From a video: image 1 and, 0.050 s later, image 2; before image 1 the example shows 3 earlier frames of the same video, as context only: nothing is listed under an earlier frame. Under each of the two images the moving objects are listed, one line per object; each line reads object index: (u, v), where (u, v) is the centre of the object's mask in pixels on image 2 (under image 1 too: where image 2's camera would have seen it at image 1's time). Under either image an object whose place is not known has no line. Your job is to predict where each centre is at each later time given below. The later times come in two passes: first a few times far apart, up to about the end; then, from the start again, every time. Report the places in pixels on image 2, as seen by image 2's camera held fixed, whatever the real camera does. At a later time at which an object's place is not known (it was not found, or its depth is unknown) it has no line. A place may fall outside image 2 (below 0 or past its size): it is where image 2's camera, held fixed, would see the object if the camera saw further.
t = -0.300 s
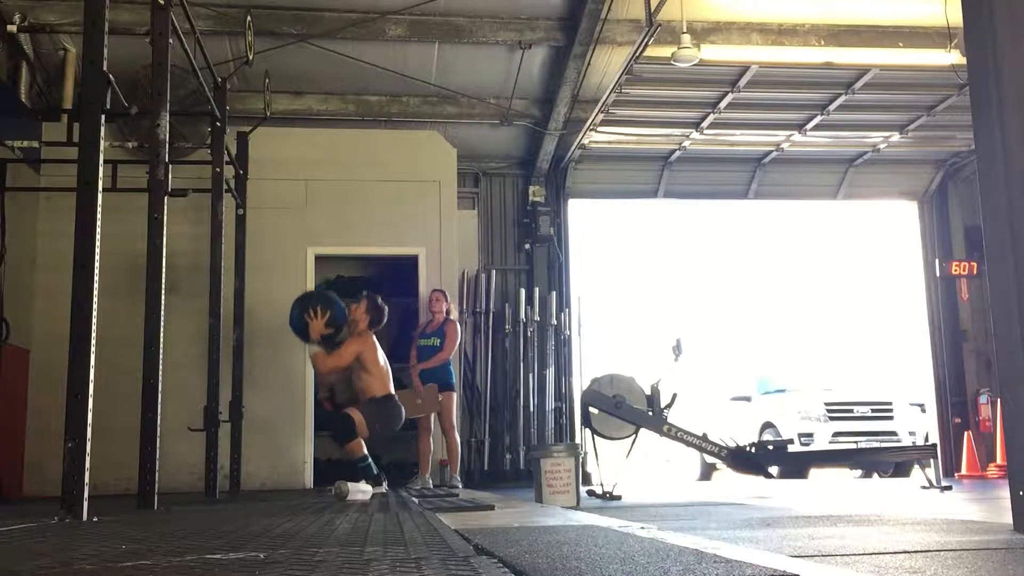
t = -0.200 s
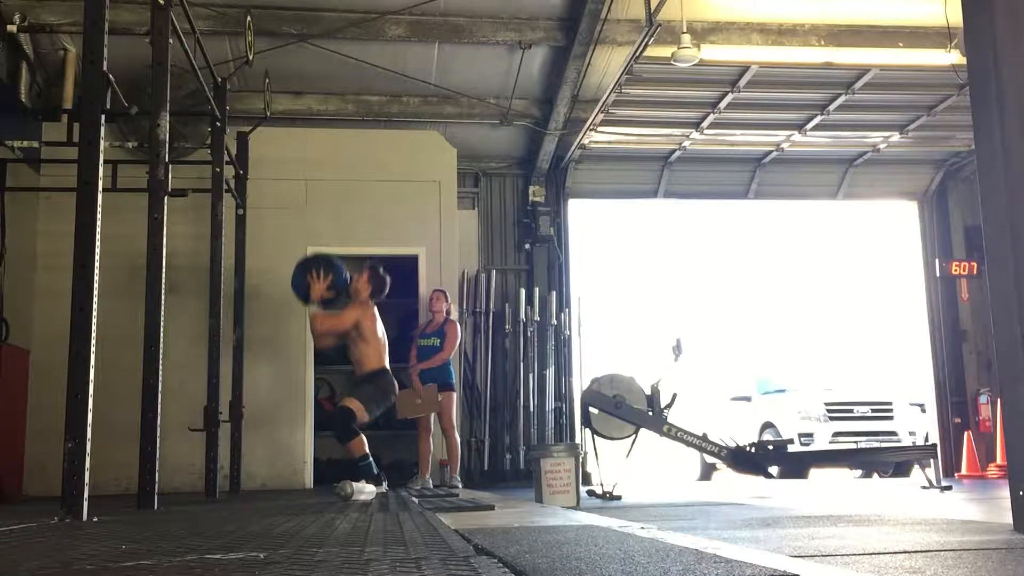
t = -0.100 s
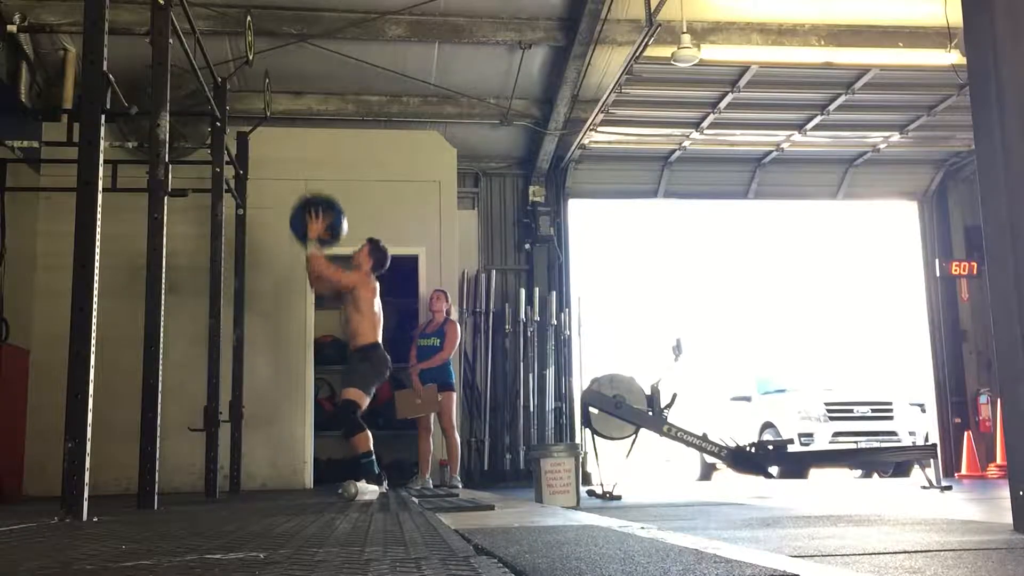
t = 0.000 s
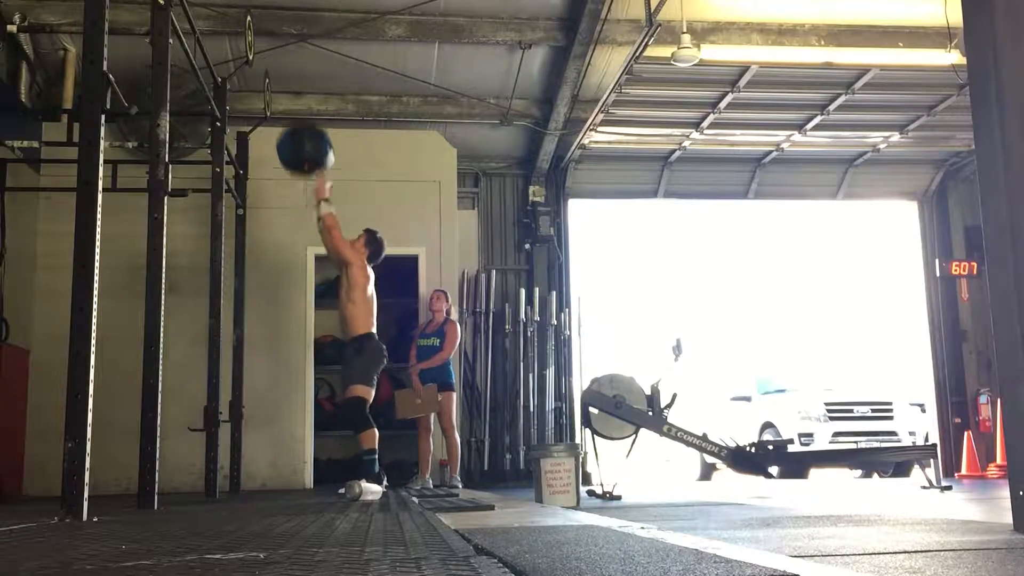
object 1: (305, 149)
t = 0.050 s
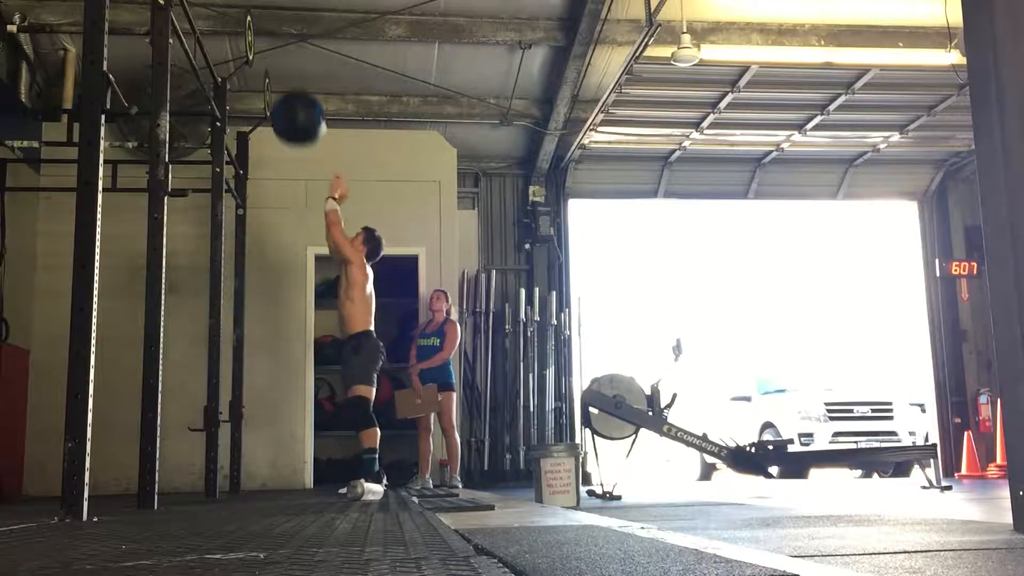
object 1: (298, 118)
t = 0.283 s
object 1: (272, 26)
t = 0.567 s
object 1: (300, 36)
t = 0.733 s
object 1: (316, 93)
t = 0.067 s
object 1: (295, 108)
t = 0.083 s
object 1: (293, 99)
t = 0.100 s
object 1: (290, 90)
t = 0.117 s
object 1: (288, 81)
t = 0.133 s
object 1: (286, 74)
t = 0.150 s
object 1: (283, 67)
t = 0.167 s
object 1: (282, 59)
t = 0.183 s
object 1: (279, 53)
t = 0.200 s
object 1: (277, 47)
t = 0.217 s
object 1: (275, 42)
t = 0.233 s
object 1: (273, 36)
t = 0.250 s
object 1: (272, 31)
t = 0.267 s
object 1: (272, 28)
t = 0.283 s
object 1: (272, 26)
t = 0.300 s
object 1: (274, 24)
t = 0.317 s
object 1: (275, 23)
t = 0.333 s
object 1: (278, 21)
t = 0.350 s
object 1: (279, 21)
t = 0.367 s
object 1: (281, 20)
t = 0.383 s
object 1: (282, 20)
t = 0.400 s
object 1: (283, 20)
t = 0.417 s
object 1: (286, 20)
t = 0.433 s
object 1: (287, 20)
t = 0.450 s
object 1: (289, 21)
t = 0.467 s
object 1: (291, 22)
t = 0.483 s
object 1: (292, 23)
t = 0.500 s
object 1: (294, 24)
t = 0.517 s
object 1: (296, 26)
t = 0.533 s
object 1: (297, 28)
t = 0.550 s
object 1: (298, 32)
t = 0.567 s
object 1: (300, 36)
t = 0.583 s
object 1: (302, 40)
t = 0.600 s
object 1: (304, 44)
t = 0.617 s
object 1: (305, 48)
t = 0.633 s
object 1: (307, 54)
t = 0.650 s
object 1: (309, 60)
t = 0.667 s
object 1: (310, 66)
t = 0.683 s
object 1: (312, 72)
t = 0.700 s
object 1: (313, 79)
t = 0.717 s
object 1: (314, 86)
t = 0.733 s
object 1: (316, 93)
